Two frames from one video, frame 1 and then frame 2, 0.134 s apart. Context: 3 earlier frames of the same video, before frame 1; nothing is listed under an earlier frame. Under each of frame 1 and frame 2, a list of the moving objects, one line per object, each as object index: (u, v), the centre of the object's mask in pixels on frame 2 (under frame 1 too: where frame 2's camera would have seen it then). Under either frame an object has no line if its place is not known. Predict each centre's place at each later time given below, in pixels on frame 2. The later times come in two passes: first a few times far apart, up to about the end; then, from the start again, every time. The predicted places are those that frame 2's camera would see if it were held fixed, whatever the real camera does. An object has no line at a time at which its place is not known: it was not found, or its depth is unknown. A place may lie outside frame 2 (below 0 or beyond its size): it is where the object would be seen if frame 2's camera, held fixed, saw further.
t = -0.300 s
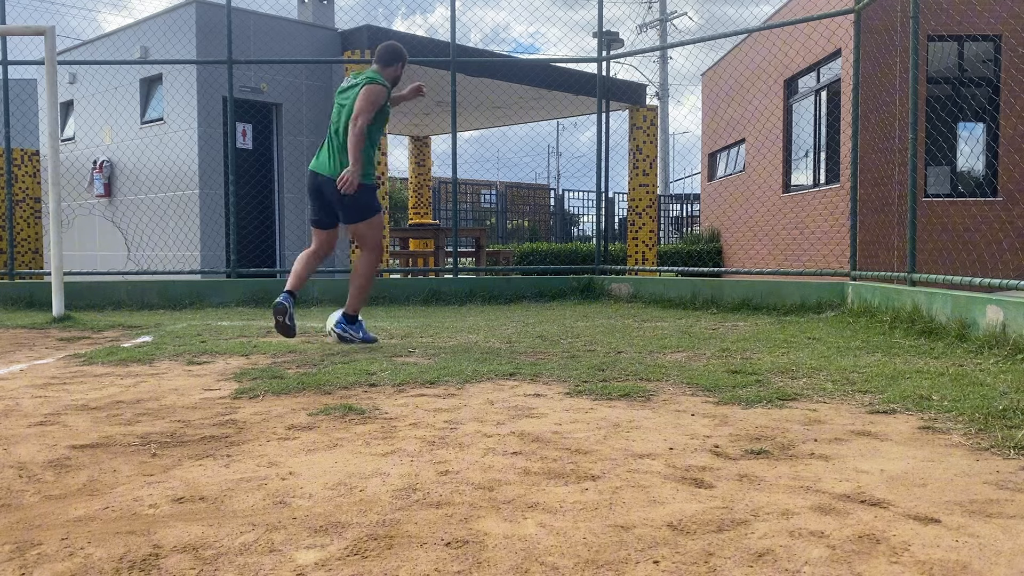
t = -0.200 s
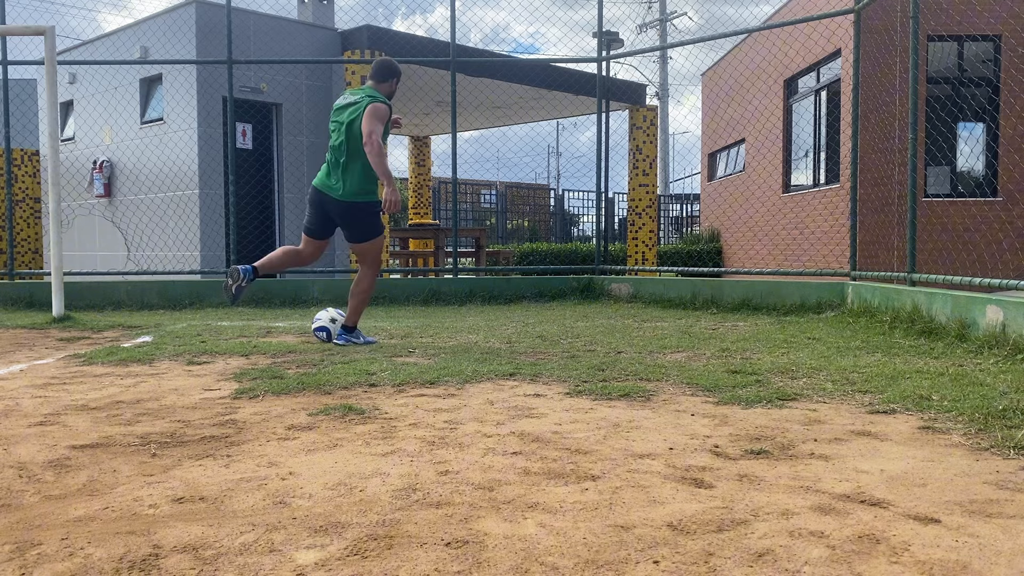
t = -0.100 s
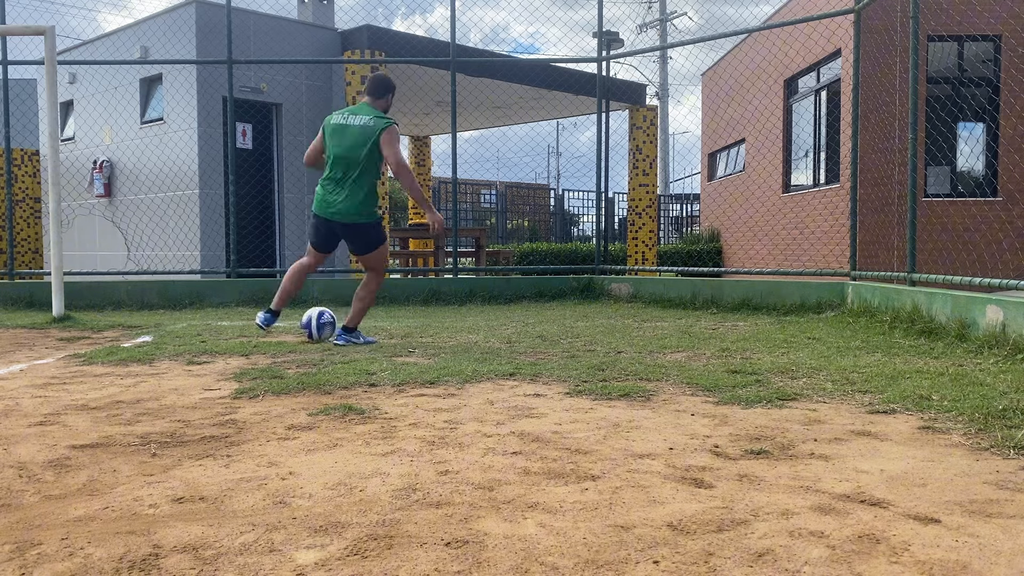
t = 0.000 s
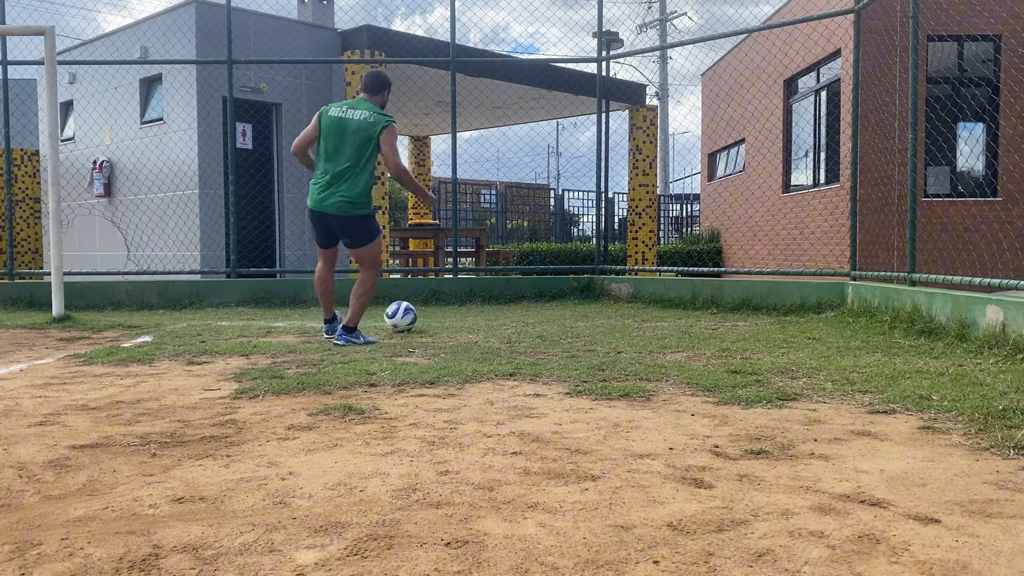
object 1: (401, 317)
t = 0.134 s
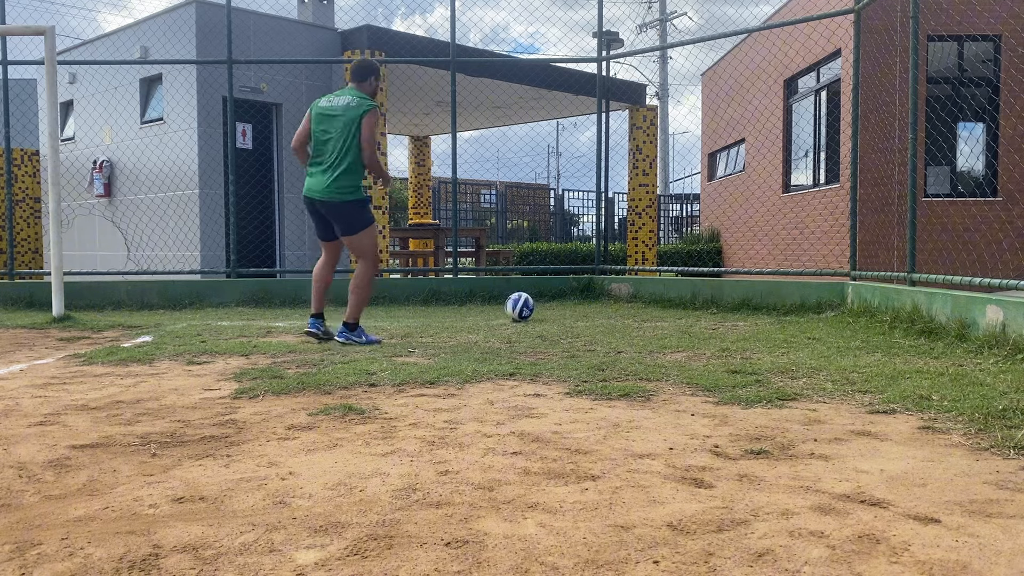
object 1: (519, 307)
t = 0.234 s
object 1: (585, 298)
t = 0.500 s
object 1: (587, 280)
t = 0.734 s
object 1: (468, 313)
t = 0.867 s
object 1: (417, 296)
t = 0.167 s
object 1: (544, 304)
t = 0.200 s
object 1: (566, 303)
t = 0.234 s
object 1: (585, 298)
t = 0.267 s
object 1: (604, 295)
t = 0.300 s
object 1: (622, 293)
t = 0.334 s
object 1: (639, 293)
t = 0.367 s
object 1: (644, 291)
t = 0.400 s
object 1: (630, 286)
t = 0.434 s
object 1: (617, 283)
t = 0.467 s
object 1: (601, 280)
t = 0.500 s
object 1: (587, 280)
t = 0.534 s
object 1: (571, 280)
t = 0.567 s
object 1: (555, 282)
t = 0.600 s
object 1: (538, 285)
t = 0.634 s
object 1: (521, 290)
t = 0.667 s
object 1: (504, 296)
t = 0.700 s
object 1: (486, 305)
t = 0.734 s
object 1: (468, 313)
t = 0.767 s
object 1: (456, 306)
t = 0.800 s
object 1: (443, 301)
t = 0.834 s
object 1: (430, 298)
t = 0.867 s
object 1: (417, 296)
